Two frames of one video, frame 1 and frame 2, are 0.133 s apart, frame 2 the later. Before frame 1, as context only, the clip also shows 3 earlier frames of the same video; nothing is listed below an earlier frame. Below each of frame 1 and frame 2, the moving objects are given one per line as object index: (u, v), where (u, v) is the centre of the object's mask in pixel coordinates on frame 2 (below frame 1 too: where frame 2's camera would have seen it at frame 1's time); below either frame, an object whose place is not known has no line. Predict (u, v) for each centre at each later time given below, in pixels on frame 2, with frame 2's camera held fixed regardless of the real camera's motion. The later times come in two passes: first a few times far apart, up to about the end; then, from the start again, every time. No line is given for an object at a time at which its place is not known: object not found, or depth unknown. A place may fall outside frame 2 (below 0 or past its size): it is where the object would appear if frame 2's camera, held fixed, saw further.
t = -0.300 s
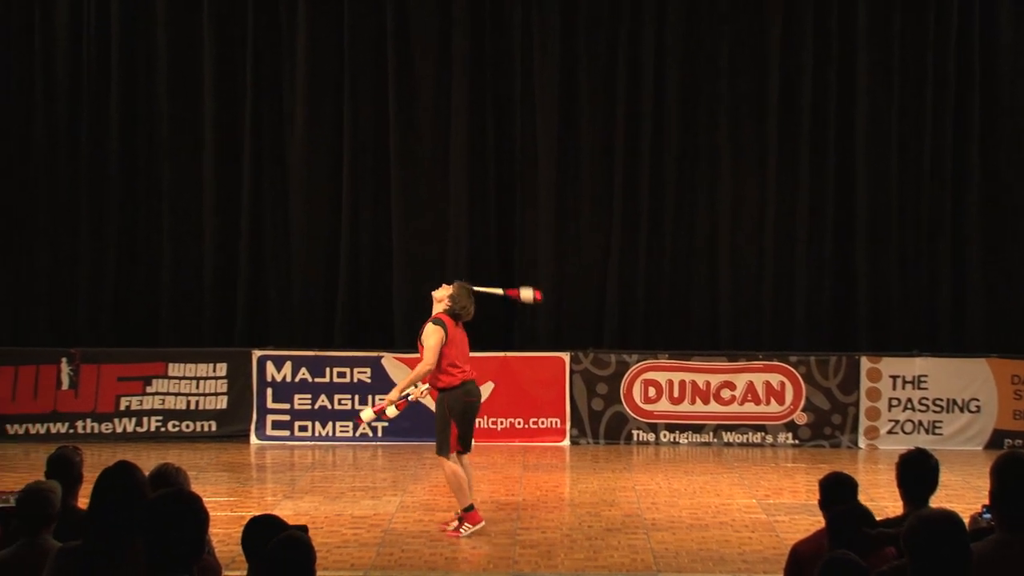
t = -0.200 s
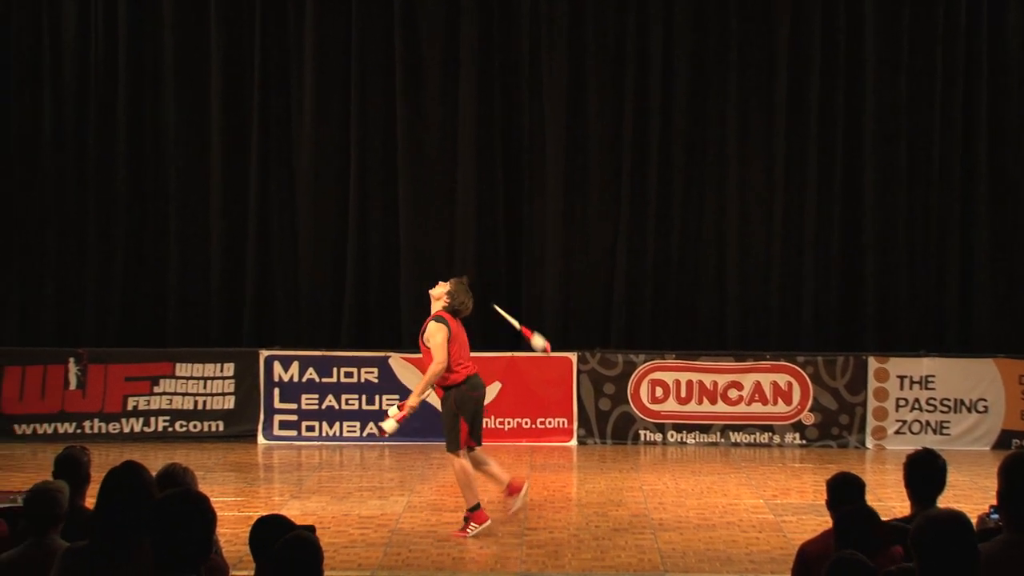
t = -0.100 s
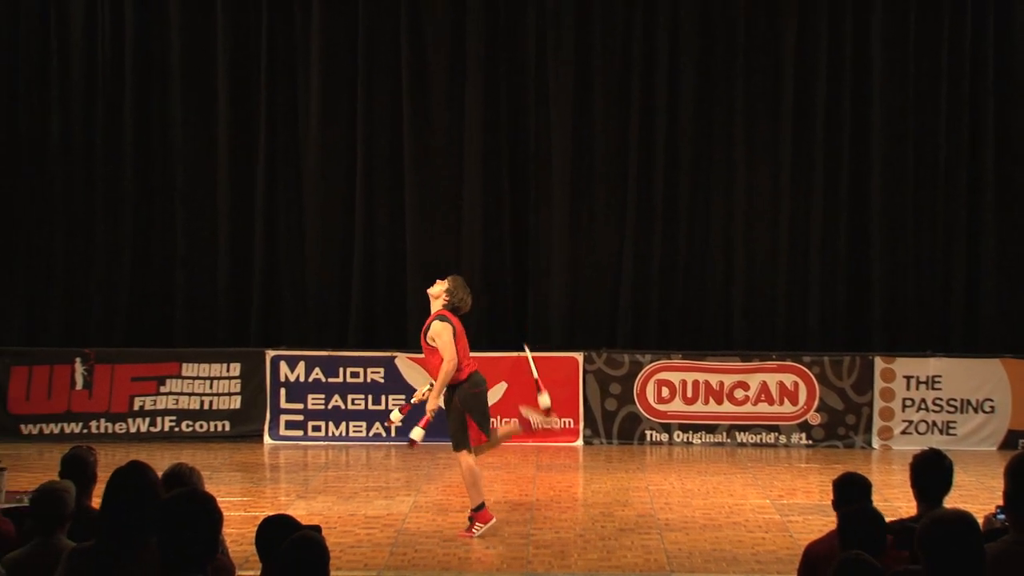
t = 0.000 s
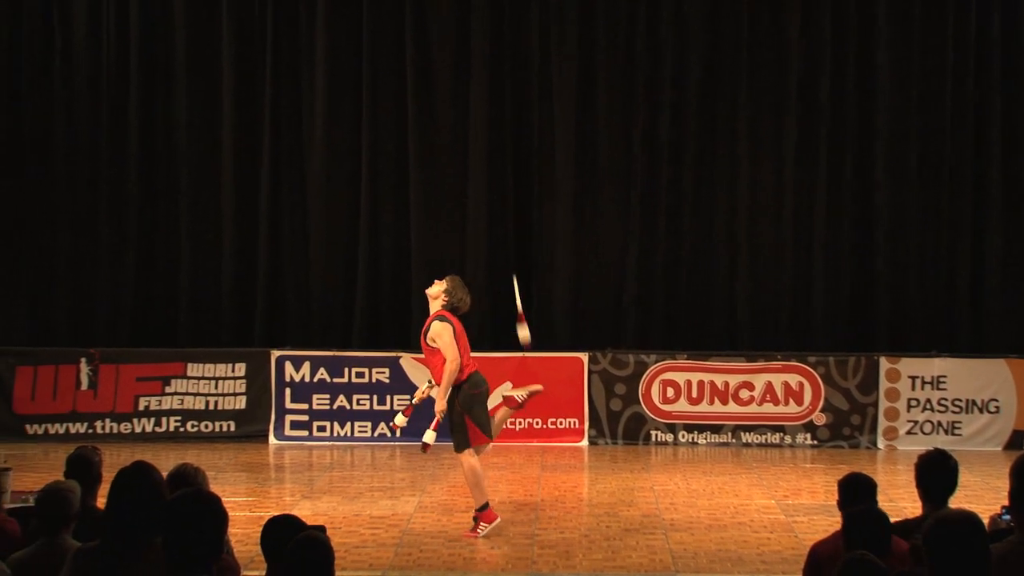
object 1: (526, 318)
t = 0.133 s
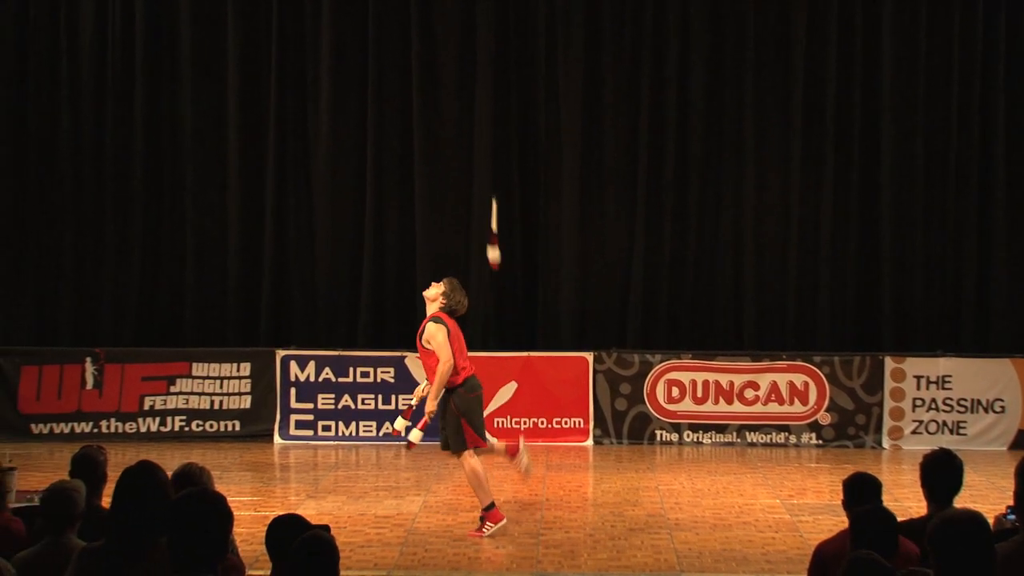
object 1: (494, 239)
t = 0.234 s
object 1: (470, 194)
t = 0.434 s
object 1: (422, 148)
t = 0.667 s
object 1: (366, 166)
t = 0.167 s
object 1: (485, 223)
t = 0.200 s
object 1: (477, 209)
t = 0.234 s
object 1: (470, 194)
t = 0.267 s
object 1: (461, 183)
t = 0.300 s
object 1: (454, 173)
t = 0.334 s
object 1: (446, 164)
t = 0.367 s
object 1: (438, 157)
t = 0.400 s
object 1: (430, 152)
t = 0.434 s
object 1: (422, 148)
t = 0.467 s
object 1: (414, 146)
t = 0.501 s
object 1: (406, 146)
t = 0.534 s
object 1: (398, 147)
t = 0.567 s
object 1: (390, 150)
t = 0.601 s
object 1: (382, 153)
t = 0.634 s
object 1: (374, 159)
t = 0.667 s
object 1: (366, 166)
